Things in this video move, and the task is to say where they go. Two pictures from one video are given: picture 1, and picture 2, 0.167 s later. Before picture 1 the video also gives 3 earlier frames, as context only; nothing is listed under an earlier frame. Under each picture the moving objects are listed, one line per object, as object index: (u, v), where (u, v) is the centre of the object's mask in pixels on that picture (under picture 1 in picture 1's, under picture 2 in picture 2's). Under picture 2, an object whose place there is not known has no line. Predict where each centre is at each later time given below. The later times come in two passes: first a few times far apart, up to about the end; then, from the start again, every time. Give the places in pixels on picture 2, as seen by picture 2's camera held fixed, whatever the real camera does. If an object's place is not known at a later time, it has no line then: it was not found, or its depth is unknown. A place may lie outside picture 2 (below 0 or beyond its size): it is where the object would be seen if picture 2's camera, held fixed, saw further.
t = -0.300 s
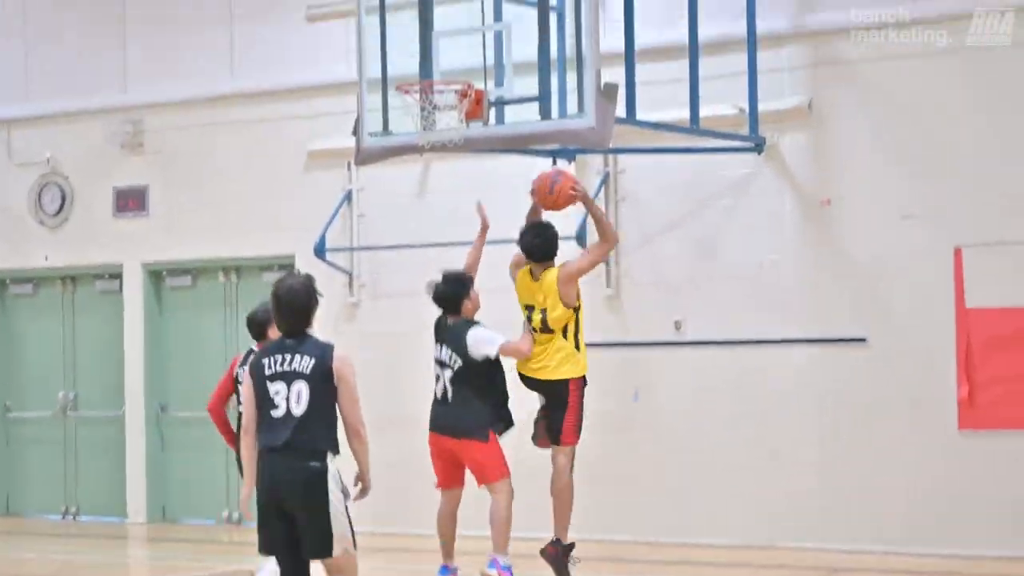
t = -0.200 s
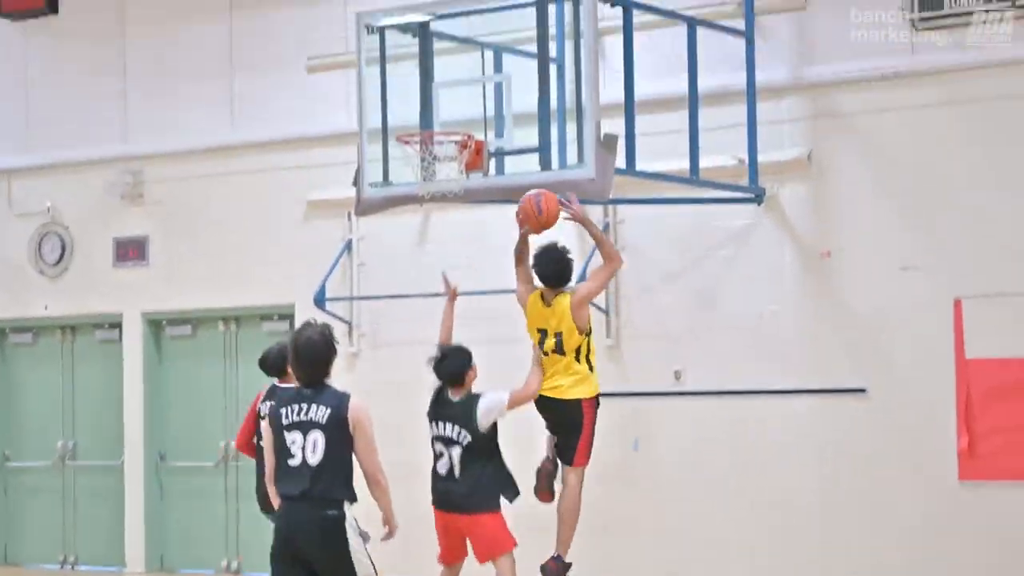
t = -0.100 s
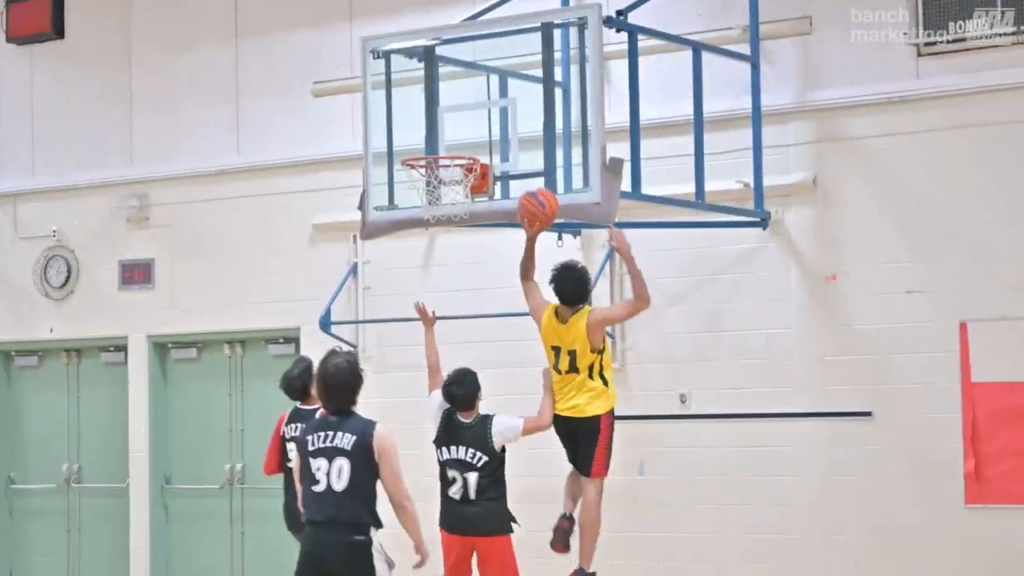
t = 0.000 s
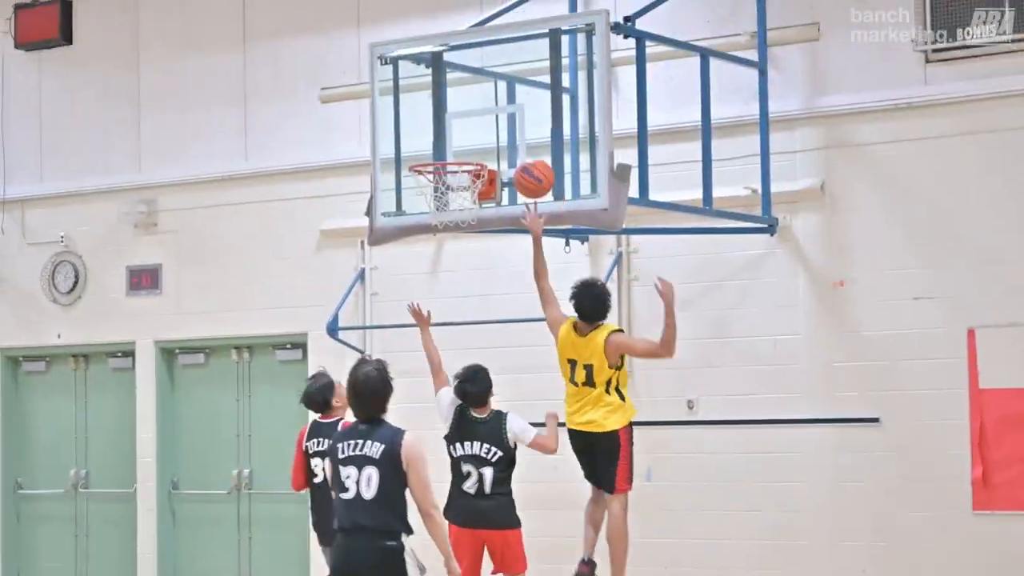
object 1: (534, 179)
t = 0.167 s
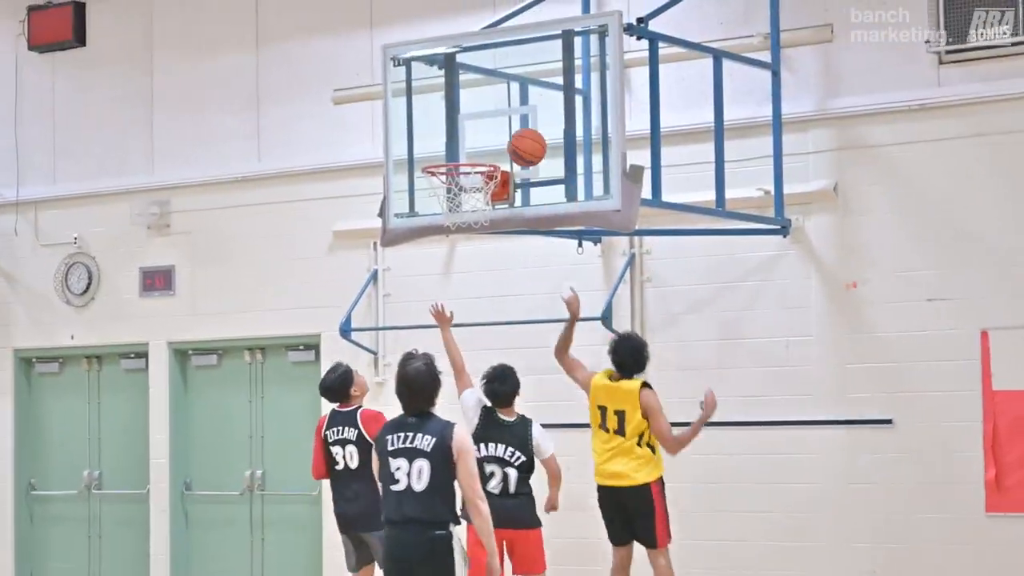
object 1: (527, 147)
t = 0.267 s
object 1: (503, 149)
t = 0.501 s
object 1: (464, 144)
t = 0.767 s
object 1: (463, 197)
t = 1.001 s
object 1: (469, 259)
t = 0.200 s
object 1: (523, 147)
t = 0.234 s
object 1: (515, 147)
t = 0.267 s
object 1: (503, 149)
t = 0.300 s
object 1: (497, 145)
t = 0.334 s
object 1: (491, 141)
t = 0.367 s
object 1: (486, 138)
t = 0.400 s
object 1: (480, 137)
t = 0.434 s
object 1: (474, 137)
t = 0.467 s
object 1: (469, 139)
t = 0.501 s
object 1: (464, 144)
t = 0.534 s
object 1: (458, 148)
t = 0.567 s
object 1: (453, 152)
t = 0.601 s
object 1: (451, 163)
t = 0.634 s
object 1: (453, 167)
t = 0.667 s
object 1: (455, 171)
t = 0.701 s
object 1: (457, 179)
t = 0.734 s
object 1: (461, 187)
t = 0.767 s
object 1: (463, 197)
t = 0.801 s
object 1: (465, 206)
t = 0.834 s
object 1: (466, 210)
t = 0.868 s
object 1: (466, 219)
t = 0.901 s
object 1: (467, 225)
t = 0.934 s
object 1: (467, 235)
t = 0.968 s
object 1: (468, 246)
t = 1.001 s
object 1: (469, 259)
